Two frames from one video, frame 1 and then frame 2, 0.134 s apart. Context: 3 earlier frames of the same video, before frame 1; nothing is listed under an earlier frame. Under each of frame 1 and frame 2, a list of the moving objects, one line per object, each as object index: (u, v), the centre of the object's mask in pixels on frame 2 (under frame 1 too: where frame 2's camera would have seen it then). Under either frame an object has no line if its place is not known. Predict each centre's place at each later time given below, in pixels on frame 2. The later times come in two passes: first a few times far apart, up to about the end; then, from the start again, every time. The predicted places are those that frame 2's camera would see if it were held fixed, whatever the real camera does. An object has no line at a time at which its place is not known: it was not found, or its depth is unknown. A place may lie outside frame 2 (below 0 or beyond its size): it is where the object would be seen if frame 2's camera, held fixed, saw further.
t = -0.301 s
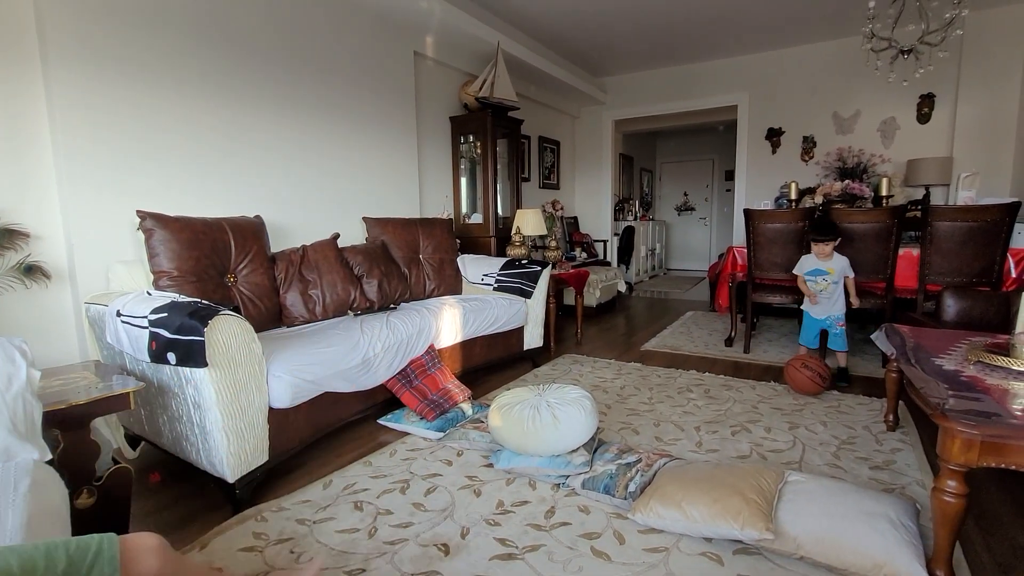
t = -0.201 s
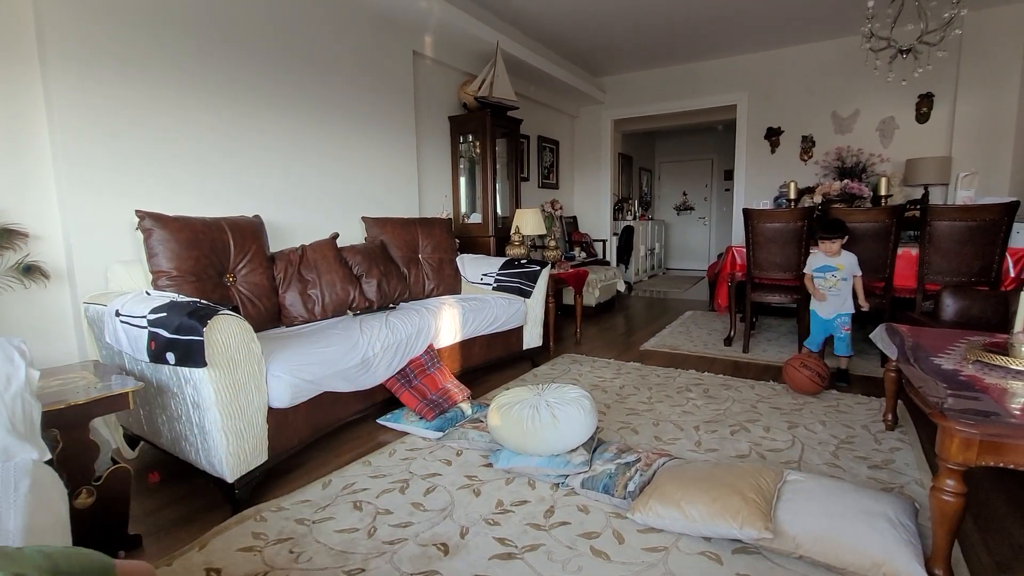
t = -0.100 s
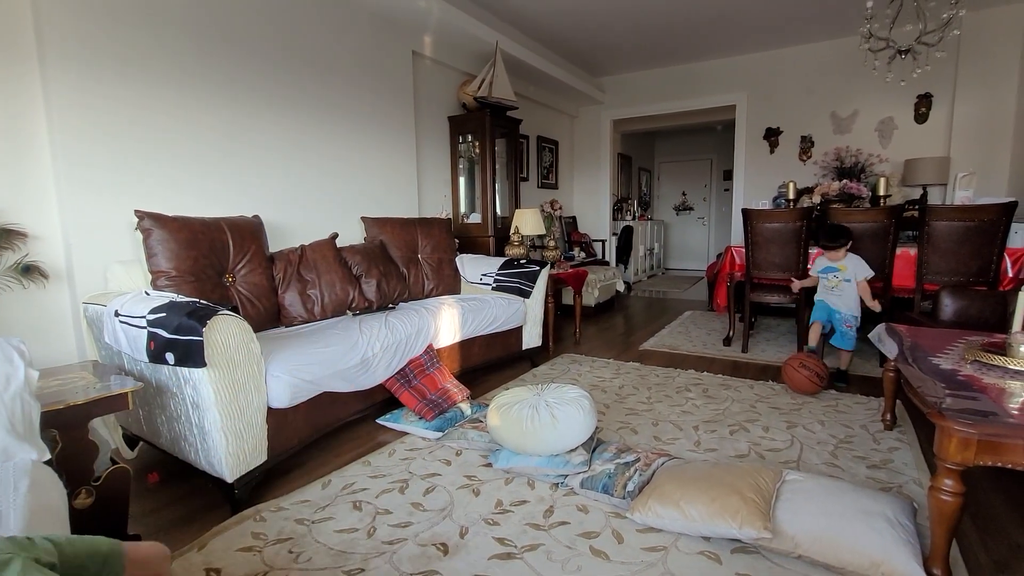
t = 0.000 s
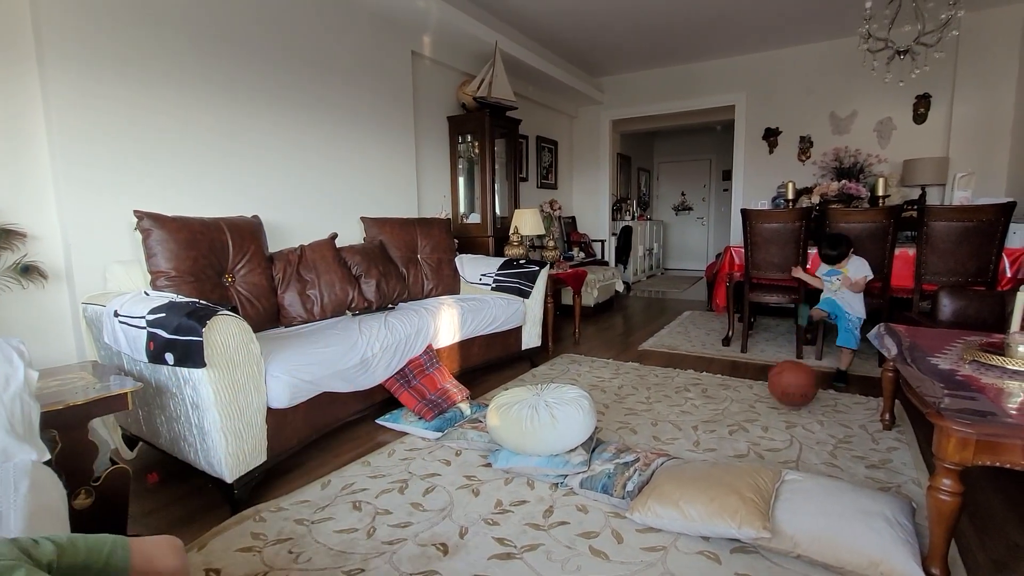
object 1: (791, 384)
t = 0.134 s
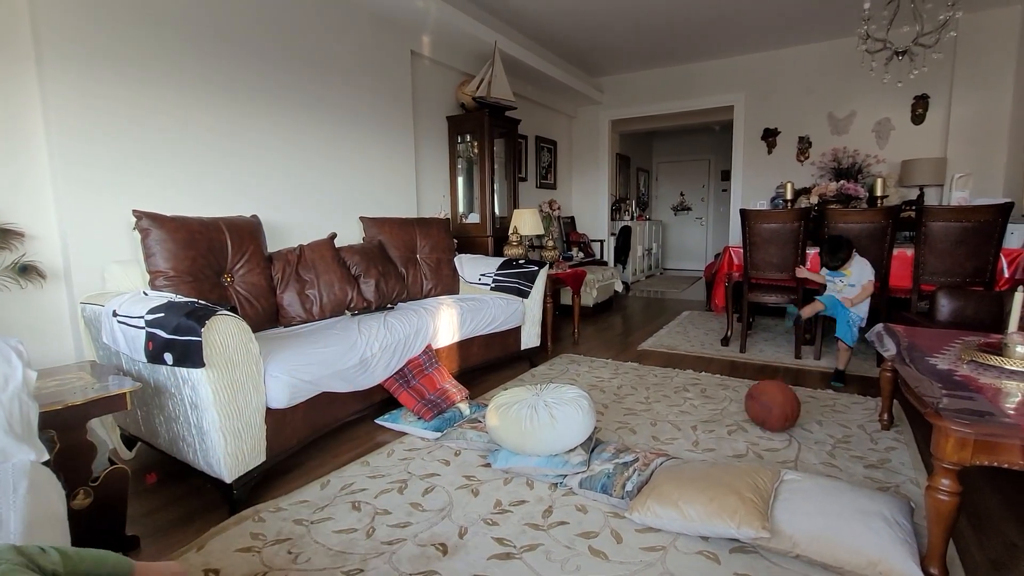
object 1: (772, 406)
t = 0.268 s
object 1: (751, 428)
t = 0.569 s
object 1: (704, 416)
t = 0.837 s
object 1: (667, 433)
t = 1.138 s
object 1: (639, 428)
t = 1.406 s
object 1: (643, 417)
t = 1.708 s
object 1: (651, 404)
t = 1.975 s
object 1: (658, 396)
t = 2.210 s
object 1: (663, 390)
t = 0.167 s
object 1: (767, 411)
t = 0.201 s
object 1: (762, 419)
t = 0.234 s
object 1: (756, 424)
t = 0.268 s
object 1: (751, 428)
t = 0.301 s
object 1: (744, 435)
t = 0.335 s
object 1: (737, 439)
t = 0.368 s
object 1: (730, 442)
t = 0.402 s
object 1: (724, 445)
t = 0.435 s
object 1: (720, 443)
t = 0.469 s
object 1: (717, 436)
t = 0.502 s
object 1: (713, 427)
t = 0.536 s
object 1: (709, 421)
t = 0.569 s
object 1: (704, 416)
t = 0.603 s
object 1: (700, 415)
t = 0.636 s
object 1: (695, 417)
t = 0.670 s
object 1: (690, 421)
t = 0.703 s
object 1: (685, 428)
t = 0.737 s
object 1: (680, 436)
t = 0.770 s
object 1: (675, 438)
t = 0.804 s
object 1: (671, 436)
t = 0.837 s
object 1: (667, 433)
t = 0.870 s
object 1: (663, 432)
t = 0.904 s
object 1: (659, 431)
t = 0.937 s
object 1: (655, 432)
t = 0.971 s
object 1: (651, 432)
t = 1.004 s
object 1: (647, 432)
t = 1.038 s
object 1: (644, 431)
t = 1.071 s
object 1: (642, 430)
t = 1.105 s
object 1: (640, 429)
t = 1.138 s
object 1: (639, 428)
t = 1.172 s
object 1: (638, 428)
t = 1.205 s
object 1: (637, 428)
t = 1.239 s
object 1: (638, 427)
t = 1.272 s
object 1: (639, 424)
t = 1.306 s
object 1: (640, 421)
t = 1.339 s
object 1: (641, 420)
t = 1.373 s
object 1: (642, 419)
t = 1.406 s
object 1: (643, 417)
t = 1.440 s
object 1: (644, 416)
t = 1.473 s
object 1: (645, 413)
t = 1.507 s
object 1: (646, 412)
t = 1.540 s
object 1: (647, 411)
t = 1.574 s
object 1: (648, 409)
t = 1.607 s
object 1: (648, 408)
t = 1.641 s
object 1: (649, 407)
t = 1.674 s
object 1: (650, 406)
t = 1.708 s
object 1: (651, 404)
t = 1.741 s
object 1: (652, 403)
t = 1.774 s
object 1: (653, 402)
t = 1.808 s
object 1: (654, 401)
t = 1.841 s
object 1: (654, 400)
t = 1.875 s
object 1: (655, 399)
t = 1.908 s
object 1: (656, 398)
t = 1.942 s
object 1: (657, 397)
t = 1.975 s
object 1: (658, 396)
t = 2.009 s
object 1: (659, 395)
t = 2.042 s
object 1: (660, 394)
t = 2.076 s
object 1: (661, 393)
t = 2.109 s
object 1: (661, 392)
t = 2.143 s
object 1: (662, 391)
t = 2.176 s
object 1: (663, 391)
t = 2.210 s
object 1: (663, 390)
